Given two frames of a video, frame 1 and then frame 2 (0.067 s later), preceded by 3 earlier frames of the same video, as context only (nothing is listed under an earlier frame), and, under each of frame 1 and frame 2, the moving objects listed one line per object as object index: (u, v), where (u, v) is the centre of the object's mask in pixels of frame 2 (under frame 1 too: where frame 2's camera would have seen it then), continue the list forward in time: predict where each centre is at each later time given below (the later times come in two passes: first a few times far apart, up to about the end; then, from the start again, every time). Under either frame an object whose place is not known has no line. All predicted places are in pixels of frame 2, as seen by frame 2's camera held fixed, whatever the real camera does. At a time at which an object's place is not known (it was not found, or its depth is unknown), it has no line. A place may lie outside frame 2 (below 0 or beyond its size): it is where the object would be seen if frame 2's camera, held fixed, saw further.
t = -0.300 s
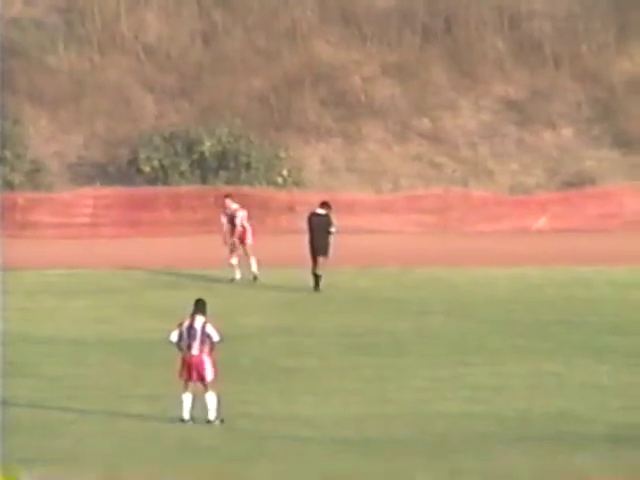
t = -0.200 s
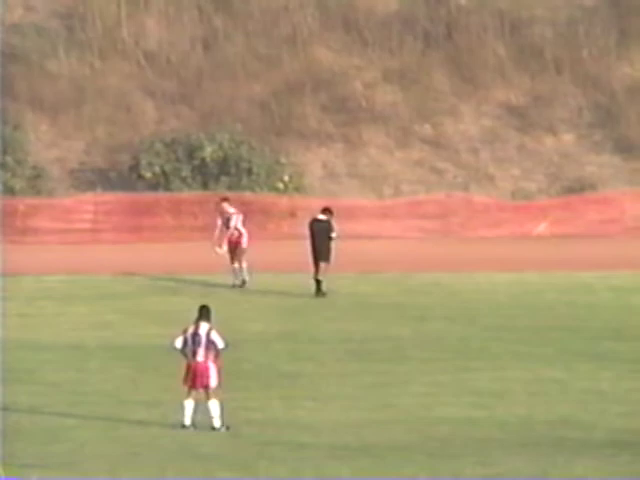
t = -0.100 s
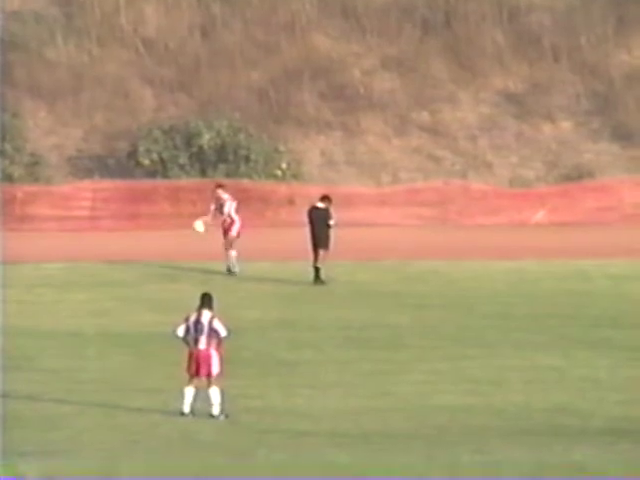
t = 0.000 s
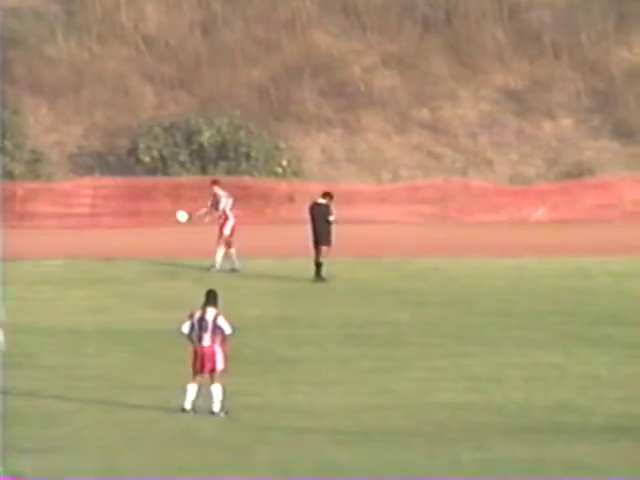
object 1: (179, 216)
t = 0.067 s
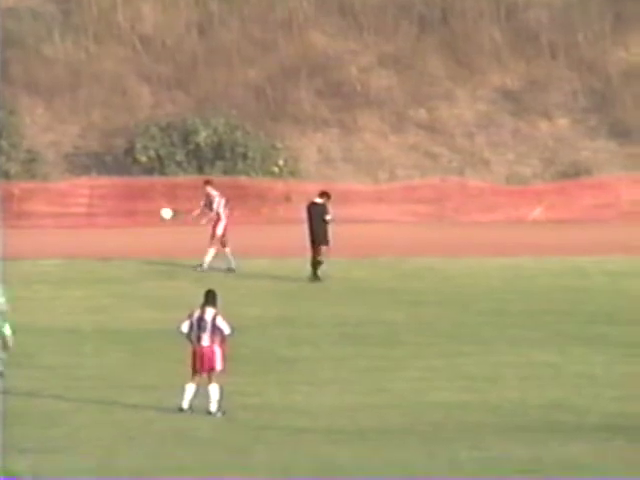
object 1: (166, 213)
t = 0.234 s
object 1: (136, 217)
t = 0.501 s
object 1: (87, 252)
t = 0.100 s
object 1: (161, 213)
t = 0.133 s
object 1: (154, 213)
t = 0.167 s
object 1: (148, 214)
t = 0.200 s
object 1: (142, 216)
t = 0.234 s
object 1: (136, 217)
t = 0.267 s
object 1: (130, 219)
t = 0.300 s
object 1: (124, 223)
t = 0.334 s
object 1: (118, 226)
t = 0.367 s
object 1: (112, 230)
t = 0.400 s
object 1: (105, 235)
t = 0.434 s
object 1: (100, 240)
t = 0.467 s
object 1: (94, 246)
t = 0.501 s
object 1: (87, 252)
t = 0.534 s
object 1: (80, 258)
